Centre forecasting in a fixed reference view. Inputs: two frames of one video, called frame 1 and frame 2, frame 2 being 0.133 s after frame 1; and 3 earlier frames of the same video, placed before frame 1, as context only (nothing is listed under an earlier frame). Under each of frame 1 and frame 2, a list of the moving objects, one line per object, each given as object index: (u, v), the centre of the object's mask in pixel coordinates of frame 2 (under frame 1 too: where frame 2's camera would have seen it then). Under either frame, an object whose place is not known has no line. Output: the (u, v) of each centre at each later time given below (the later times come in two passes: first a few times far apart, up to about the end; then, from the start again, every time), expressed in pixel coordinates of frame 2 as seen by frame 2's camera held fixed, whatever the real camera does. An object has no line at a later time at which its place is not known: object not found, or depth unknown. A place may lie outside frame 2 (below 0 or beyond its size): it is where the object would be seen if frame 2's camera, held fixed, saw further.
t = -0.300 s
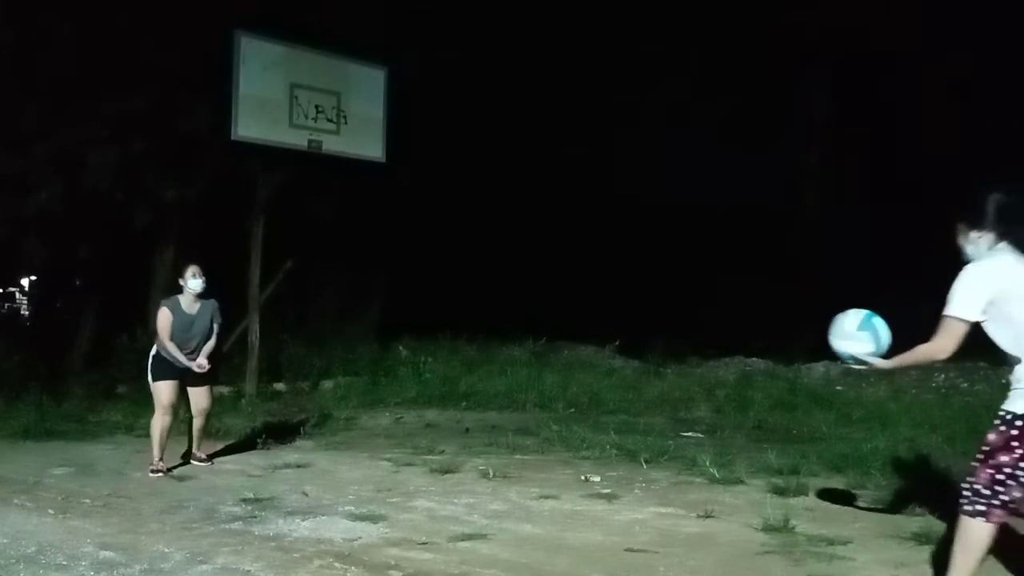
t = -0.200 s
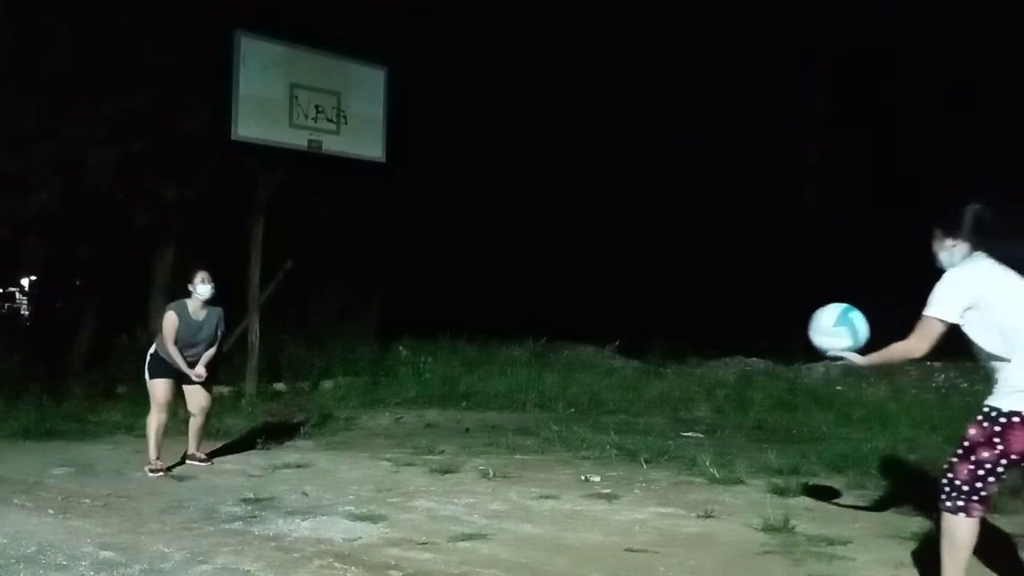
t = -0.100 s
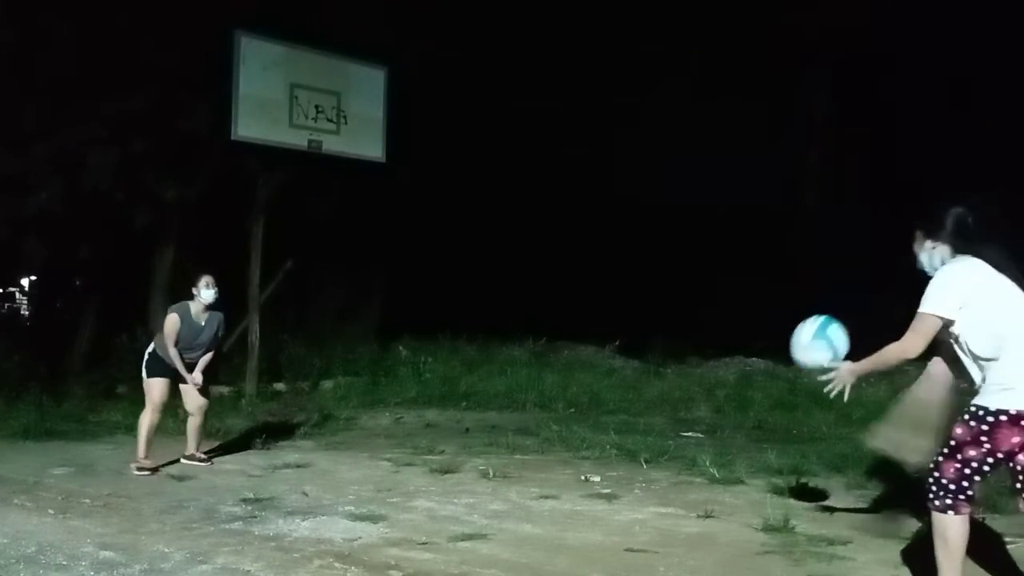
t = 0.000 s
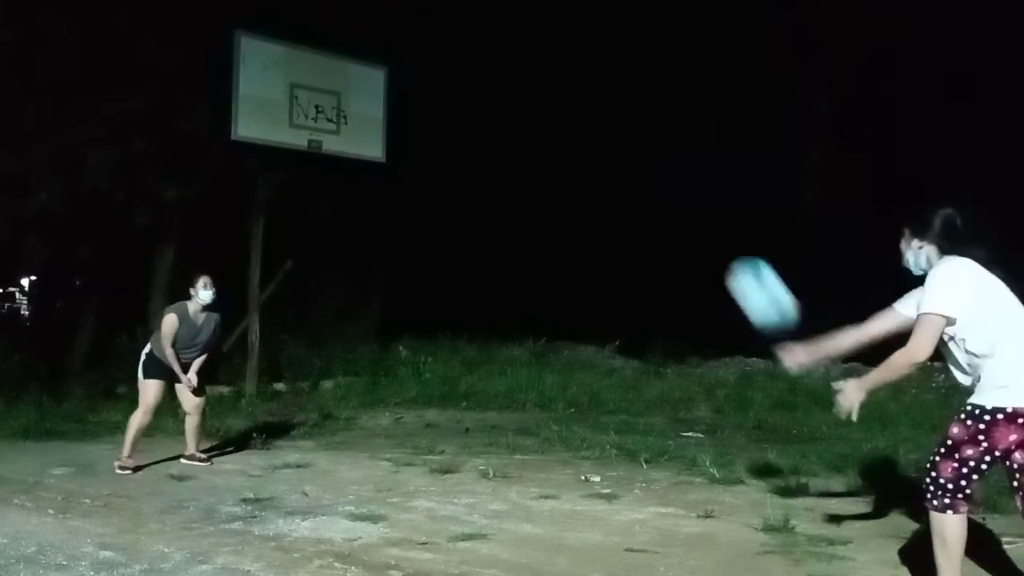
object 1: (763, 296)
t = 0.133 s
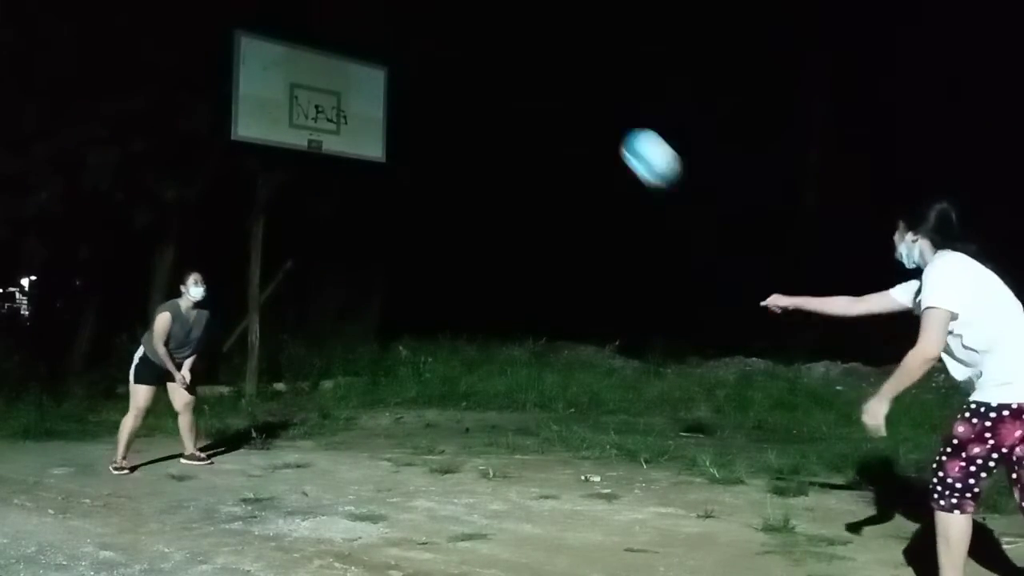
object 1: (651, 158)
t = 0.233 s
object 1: (584, 95)
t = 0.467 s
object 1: (469, 43)
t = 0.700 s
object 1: (385, 82)
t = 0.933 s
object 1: (322, 182)
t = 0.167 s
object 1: (627, 134)
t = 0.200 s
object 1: (605, 113)
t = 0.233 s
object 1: (584, 95)
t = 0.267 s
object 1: (565, 81)
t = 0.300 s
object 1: (547, 68)
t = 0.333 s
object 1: (530, 59)
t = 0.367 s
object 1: (513, 52)
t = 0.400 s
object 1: (498, 47)
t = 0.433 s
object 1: (483, 44)
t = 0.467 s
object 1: (469, 43)
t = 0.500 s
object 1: (455, 44)
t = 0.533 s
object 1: (442, 47)
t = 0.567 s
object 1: (430, 51)
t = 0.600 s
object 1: (418, 56)
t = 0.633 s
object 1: (406, 64)
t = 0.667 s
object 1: (395, 72)
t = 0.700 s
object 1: (385, 82)
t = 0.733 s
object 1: (375, 92)
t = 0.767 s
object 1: (366, 105)
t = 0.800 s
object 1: (356, 119)
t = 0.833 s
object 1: (347, 133)
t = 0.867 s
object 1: (338, 149)
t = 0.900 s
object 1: (330, 165)
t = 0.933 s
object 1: (322, 182)
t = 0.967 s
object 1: (314, 200)
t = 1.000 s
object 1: (307, 219)
